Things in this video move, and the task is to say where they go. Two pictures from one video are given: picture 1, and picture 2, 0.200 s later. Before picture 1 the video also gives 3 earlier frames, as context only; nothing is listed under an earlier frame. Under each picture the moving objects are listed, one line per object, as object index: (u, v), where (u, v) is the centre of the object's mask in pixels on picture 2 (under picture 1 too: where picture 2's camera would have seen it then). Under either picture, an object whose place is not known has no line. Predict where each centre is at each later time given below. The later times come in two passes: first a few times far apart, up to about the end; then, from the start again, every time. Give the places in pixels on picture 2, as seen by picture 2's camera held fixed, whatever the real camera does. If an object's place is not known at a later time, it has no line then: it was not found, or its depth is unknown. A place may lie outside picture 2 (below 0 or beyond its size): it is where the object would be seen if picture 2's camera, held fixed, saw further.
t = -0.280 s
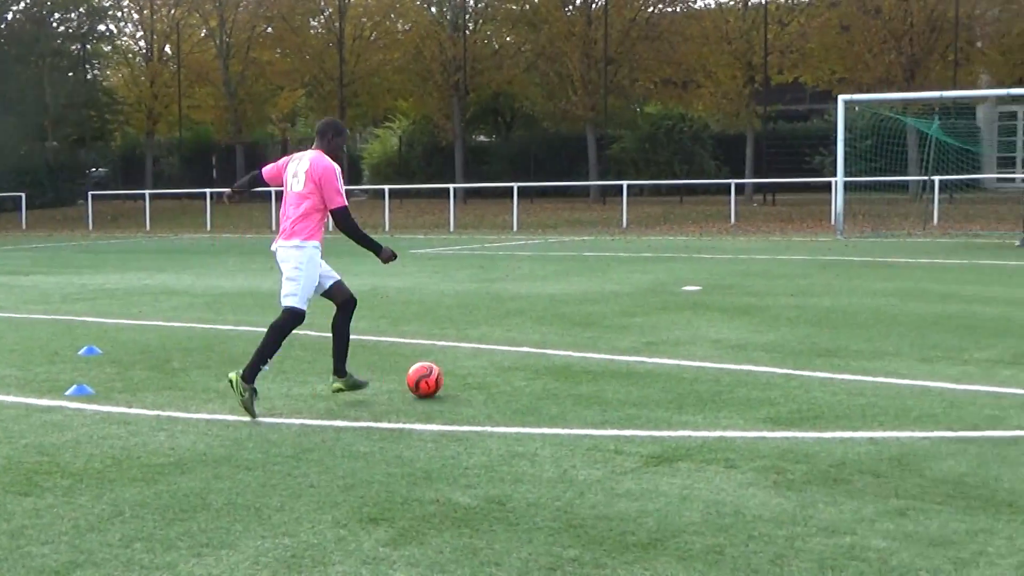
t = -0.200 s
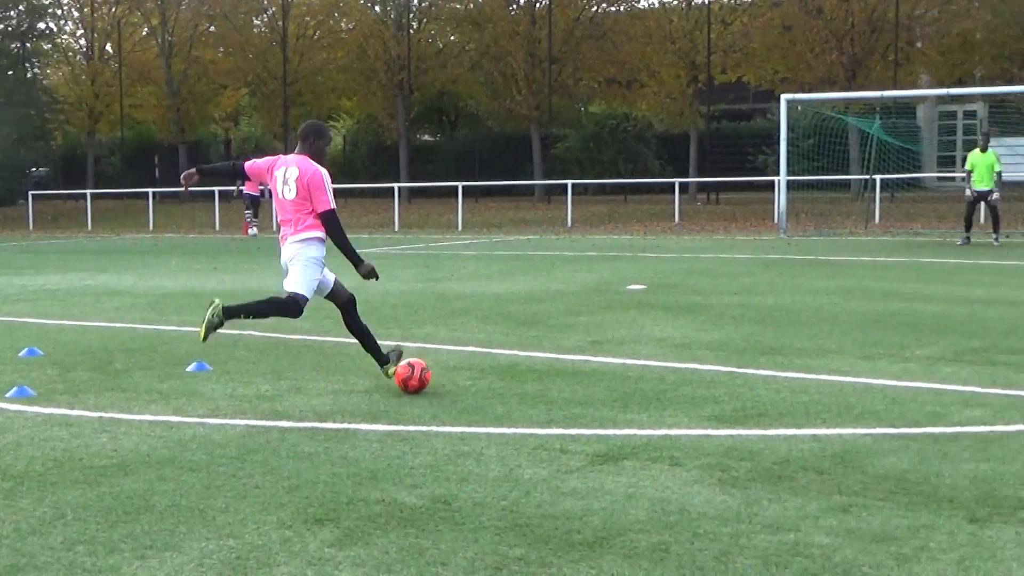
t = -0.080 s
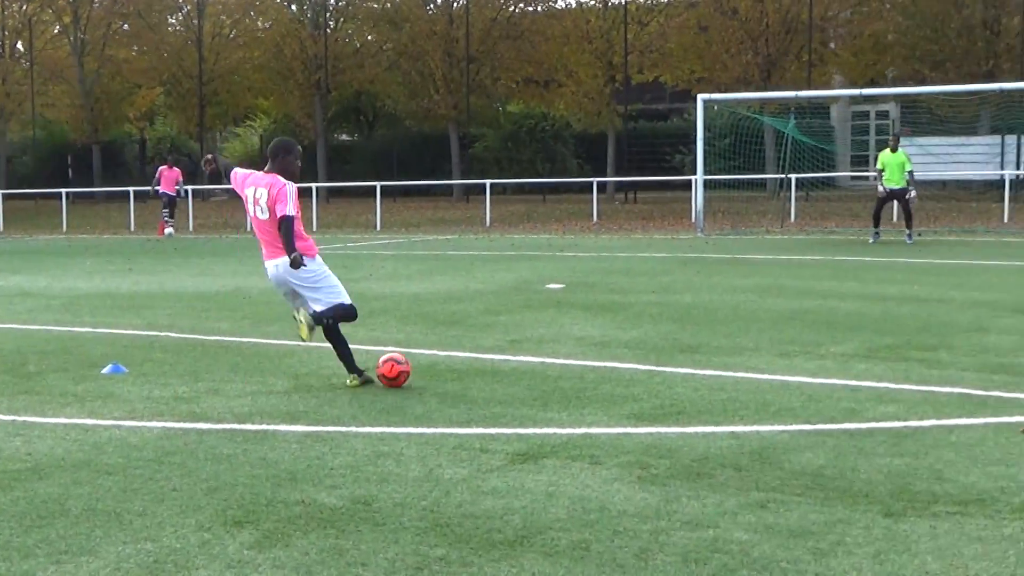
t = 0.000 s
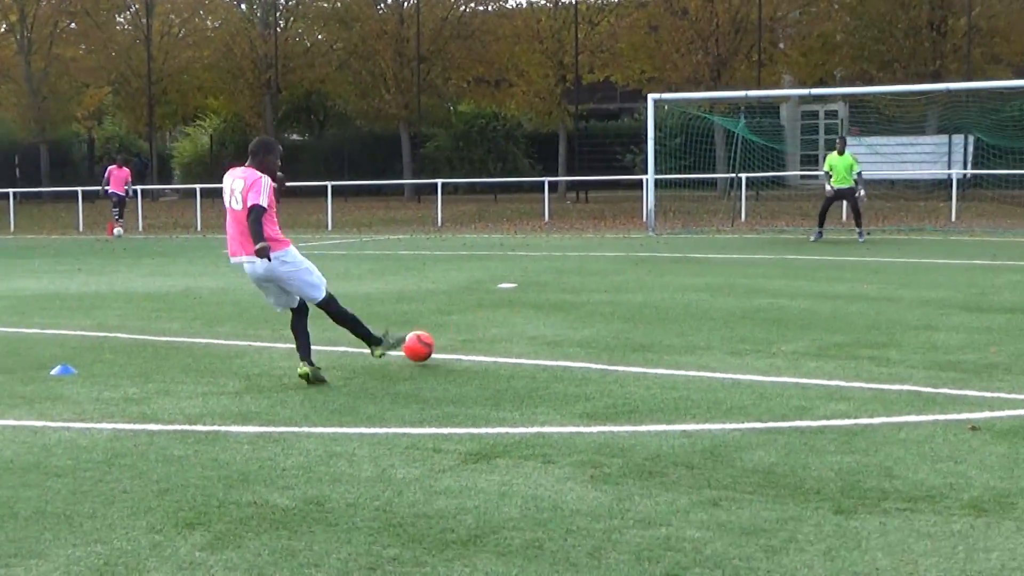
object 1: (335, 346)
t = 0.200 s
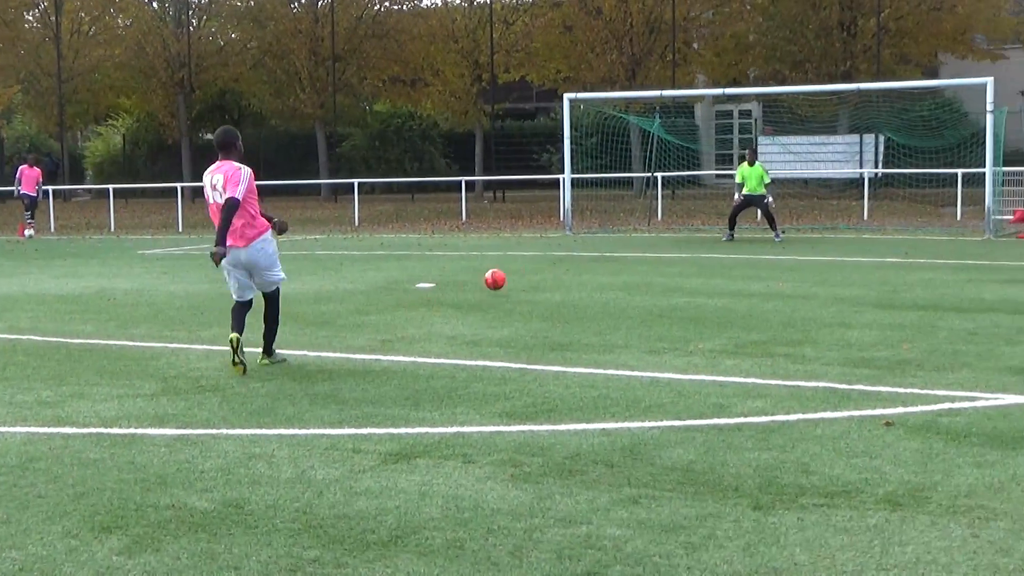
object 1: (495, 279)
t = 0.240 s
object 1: (511, 273)
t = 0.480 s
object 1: (563, 246)
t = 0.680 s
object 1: (575, 234)
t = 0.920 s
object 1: (616, 220)
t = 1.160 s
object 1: (680, 222)
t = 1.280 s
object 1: (704, 219)
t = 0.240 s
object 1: (511, 273)
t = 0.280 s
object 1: (524, 268)
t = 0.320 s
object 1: (534, 265)
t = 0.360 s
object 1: (543, 258)
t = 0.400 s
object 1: (551, 253)
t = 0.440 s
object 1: (557, 248)
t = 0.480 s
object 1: (563, 246)
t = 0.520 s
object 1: (567, 244)
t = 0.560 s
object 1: (569, 240)
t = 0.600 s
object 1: (572, 236)
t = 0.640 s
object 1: (574, 234)
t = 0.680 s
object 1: (575, 234)
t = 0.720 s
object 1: (575, 232)
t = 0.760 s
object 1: (576, 229)
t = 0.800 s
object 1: (579, 228)
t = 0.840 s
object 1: (592, 227)
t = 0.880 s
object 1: (605, 224)
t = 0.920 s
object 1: (616, 220)
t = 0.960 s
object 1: (627, 217)
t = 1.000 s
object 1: (636, 216)
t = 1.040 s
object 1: (647, 216)
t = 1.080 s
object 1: (658, 217)
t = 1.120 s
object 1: (669, 219)
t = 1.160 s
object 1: (680, 222)
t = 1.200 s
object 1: (688, 220)
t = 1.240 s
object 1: (696, 219)
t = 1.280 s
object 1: (704, 219)
